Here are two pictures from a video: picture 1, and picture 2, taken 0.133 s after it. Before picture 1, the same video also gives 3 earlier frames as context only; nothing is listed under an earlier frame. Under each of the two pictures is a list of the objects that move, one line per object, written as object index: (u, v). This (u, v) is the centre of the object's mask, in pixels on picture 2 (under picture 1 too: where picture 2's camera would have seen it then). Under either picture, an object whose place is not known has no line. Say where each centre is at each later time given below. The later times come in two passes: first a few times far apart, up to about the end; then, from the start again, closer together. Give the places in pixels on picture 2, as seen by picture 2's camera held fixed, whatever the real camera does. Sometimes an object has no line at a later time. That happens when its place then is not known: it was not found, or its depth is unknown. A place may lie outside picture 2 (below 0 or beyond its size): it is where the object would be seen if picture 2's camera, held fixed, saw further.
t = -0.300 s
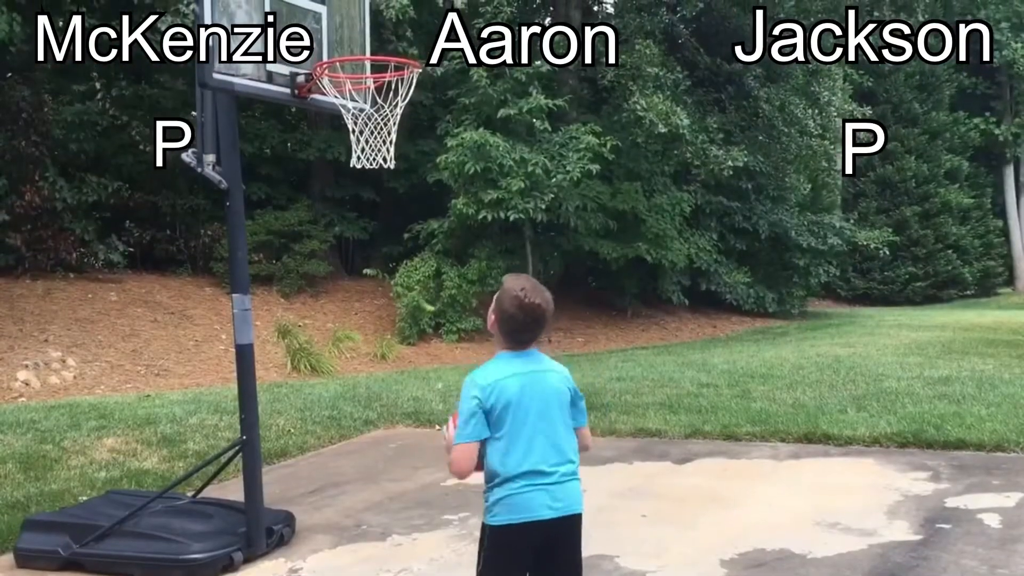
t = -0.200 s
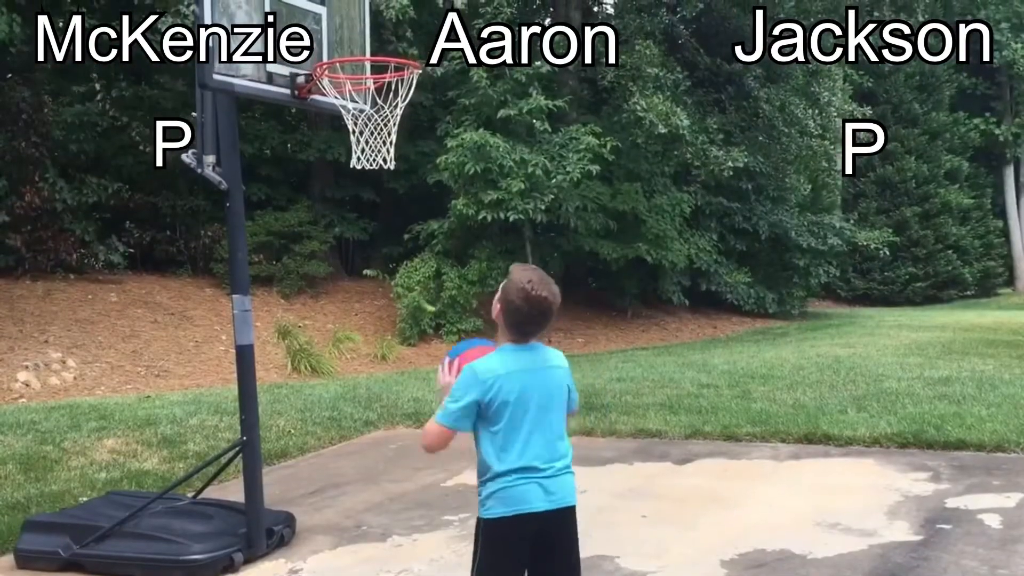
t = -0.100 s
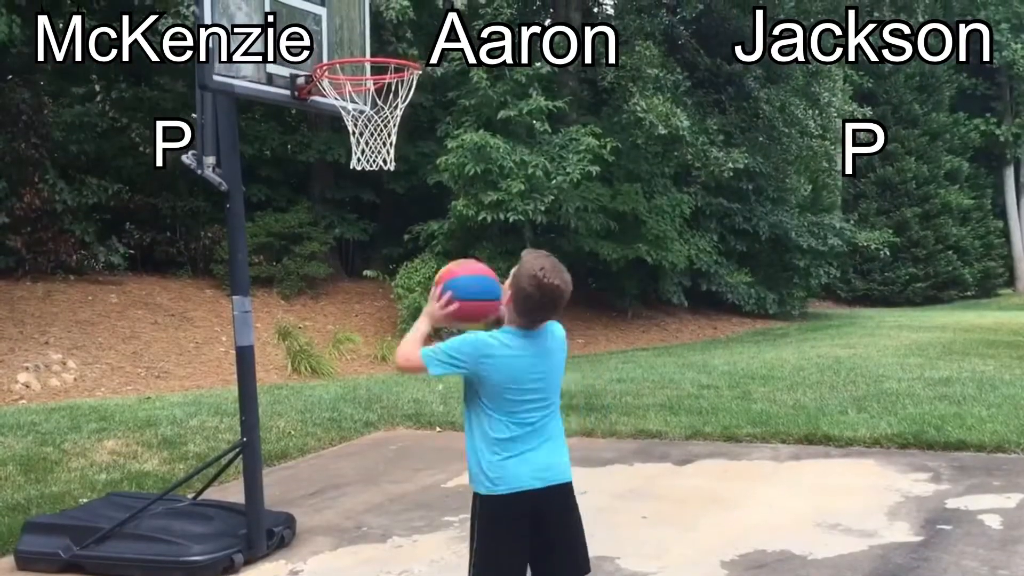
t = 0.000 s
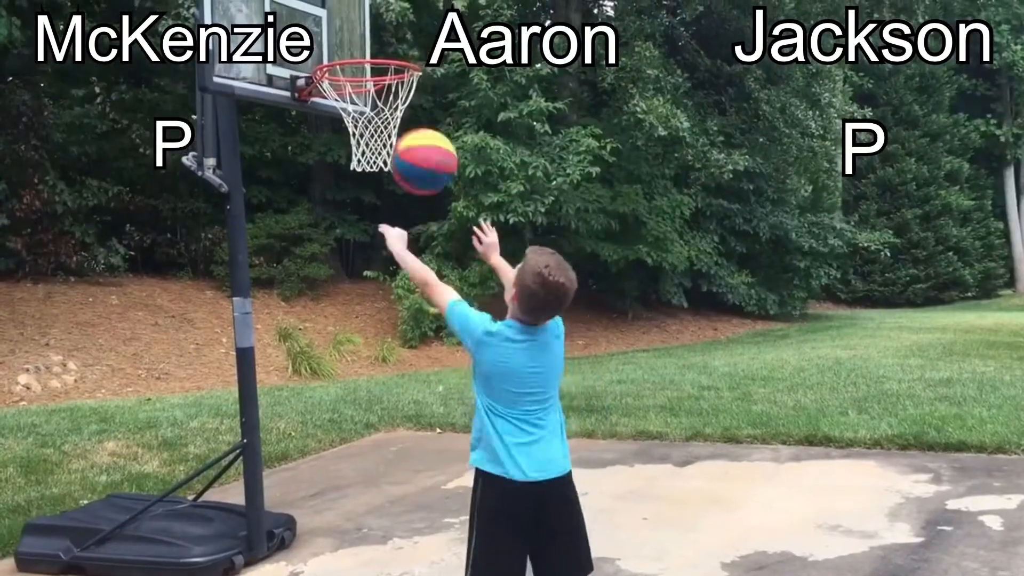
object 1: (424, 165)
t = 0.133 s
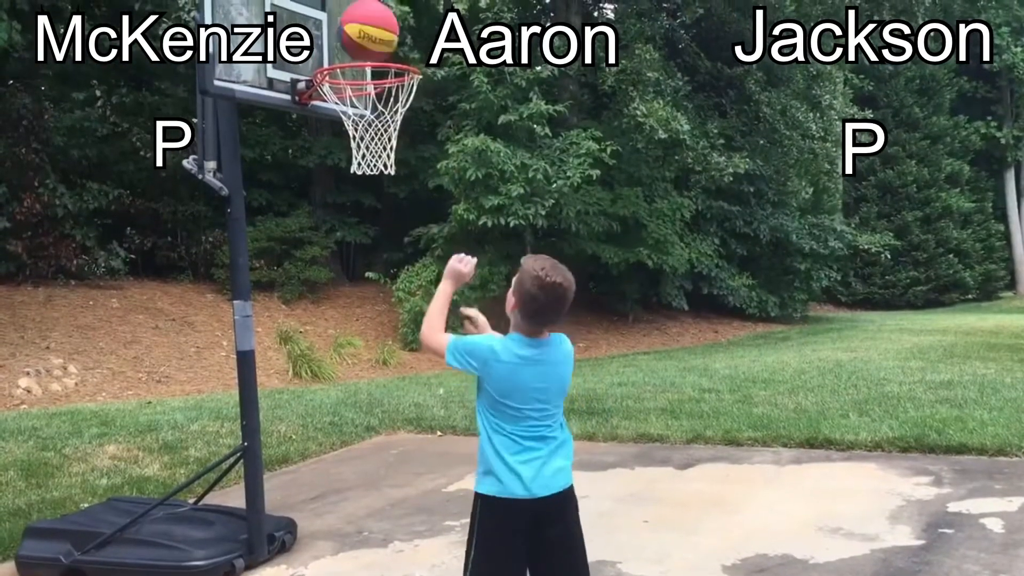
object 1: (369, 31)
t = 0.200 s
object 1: (347, 6)
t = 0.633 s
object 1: (347, -5)
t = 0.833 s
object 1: (373, 47)
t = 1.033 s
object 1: (365, 70)
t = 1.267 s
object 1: (389, 147)
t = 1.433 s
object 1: (405, 254)
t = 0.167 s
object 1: (357, 16)
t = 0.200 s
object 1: (347, 6)
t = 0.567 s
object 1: (317, -16)
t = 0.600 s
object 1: (333, -10)
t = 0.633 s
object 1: (347, -5)
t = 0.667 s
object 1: (361, 7)
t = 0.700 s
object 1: (376, 26)
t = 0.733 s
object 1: (390, 45)
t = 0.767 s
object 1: (389, 50)
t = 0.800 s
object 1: (381, 48)
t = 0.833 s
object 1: (373, 47)
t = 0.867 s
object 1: (366, 58)
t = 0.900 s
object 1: (360, 66)
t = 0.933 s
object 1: (357, 70)
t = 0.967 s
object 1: (358, 69)
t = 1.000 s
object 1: (362, 69)
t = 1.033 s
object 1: (365, 70)
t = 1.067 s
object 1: (368, 74)
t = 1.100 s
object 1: (373, 82)
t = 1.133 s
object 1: (375, 90)
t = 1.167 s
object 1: (380, 102)
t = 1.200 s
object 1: (386, 118)
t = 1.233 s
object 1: (387, 132)
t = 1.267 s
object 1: (389, 147)
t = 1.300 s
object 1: (392, 163)
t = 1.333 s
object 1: (395, 182)
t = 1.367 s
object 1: (398, 204)
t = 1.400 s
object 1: (401, 228)
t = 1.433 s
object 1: (405, 254)
